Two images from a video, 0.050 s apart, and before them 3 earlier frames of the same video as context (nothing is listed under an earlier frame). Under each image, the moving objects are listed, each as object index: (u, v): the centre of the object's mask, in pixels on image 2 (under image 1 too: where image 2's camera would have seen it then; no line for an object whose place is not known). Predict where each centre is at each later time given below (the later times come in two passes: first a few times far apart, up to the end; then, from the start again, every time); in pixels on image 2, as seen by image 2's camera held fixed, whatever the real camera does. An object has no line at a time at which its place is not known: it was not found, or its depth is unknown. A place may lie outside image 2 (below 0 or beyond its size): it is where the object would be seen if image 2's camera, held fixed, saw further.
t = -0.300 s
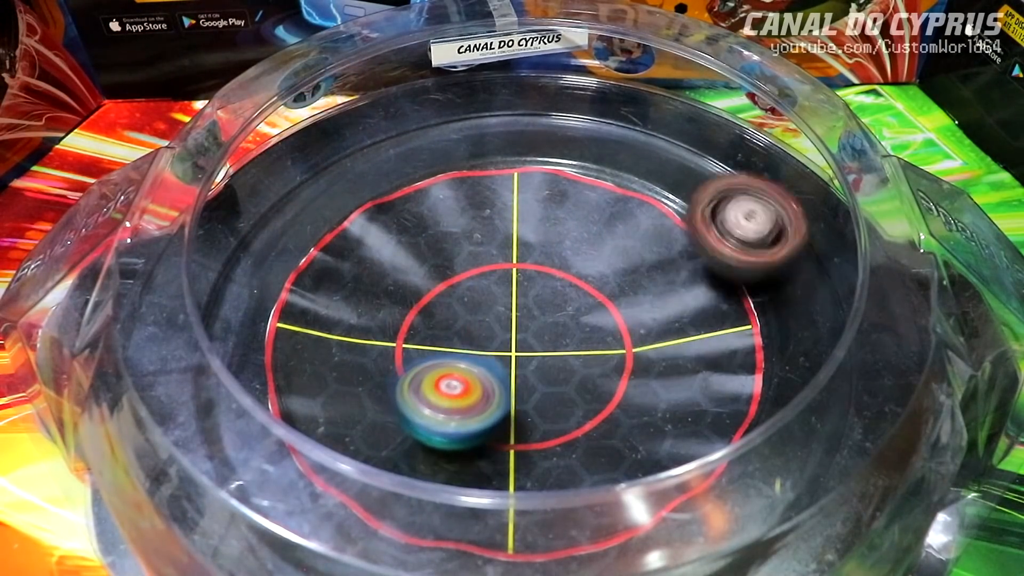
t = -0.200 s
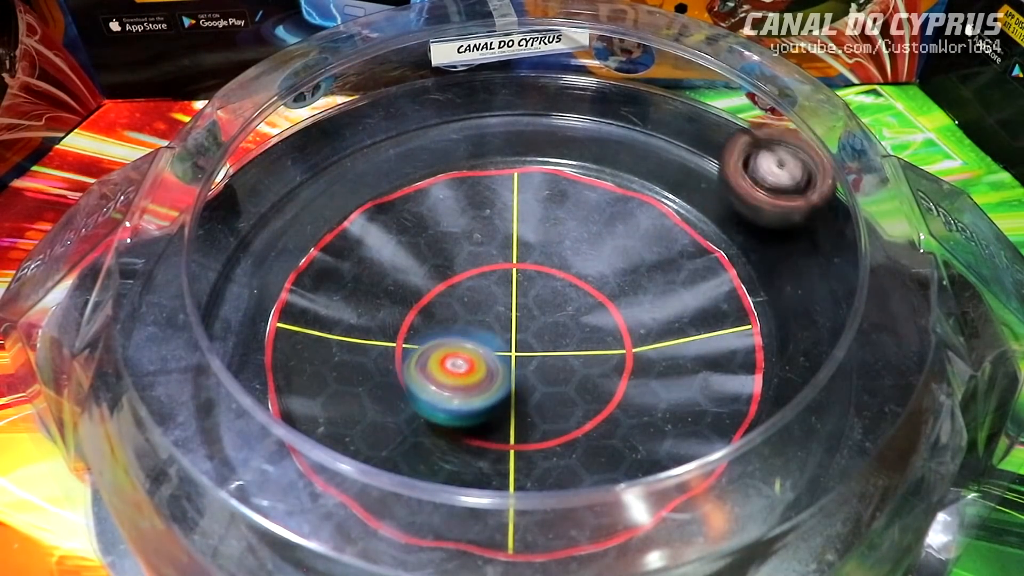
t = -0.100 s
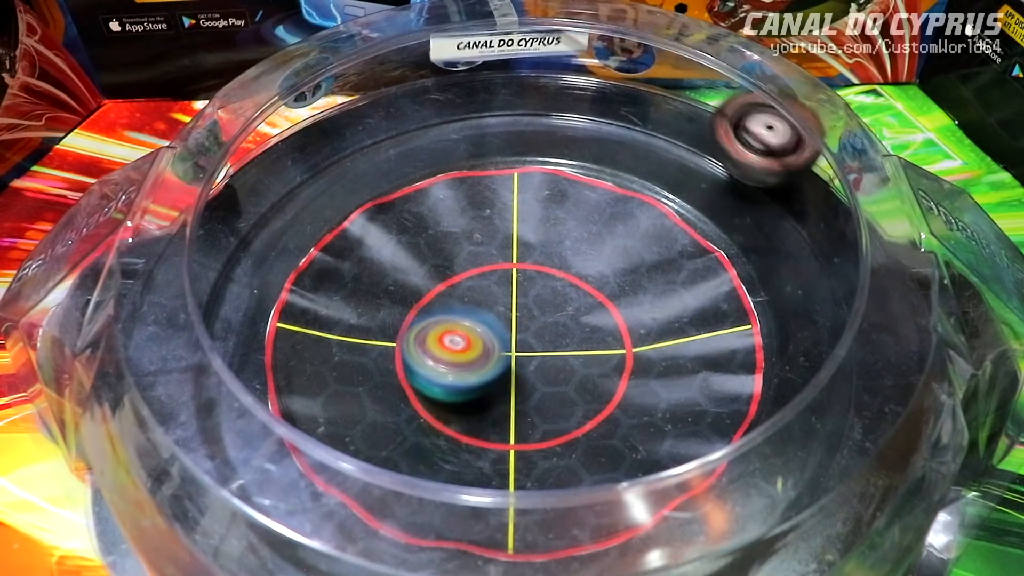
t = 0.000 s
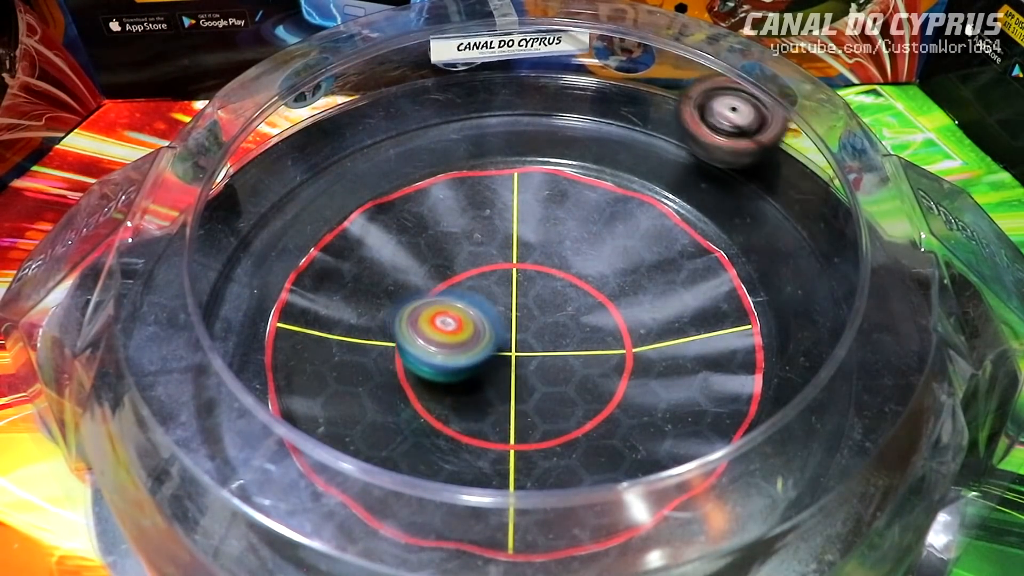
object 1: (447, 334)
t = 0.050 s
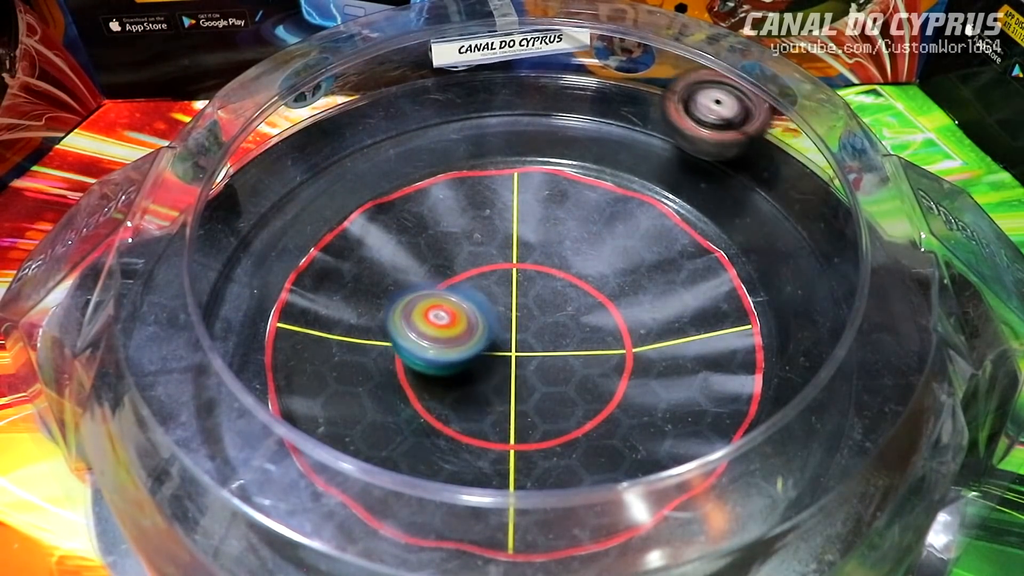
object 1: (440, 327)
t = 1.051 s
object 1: (427, 342)
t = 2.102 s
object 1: (442, 331)
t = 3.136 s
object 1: (524, 284)
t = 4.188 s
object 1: (566, 328)
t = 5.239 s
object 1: (607, 255)
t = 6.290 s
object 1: (790, 211)
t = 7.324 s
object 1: (584, 516)
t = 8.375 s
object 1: (544, 247)
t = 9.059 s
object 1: (449, 252)
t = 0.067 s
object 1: (437, 325)
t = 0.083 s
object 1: (436, 324)
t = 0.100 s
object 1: (433, 322)
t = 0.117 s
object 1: (431, 321)
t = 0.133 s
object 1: (427, 319)
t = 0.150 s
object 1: (425, 318)
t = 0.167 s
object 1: (423, 317)
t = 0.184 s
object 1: (420, 316)
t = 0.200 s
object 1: (418, 315)
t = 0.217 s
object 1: (416, 314)
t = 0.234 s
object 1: (415, 313)
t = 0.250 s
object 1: (415, 313)
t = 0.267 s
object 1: (414, 312)
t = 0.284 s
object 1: (414, 312)
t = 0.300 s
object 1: (414, 311)
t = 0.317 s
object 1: (415, 310)
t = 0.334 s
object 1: (415, 309)
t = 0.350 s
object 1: (416, 308)
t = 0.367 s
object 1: (417, 308)
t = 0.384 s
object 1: (418, 307)
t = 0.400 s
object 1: (419, 307)
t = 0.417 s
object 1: (421, 307)
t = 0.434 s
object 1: (422, 306)
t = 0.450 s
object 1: (423, 306)
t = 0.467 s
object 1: (425, 304)
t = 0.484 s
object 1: (427, 303)
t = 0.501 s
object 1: (429, 302)
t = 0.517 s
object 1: (431, 301)
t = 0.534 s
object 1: (433, 301)
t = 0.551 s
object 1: (437, 300)
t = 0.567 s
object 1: (440, 299)
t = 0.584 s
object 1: (443, 300)
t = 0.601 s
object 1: (447, 298)
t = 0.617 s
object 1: (451, 296)
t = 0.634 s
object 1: (454, 295)
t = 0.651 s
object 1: (457, 294)
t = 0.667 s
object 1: (459, 292)
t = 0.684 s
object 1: (461, 290)
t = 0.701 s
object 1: (464, 288)
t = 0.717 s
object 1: (466, 286)
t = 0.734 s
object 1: (470, 284)
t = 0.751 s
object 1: (471, 280)
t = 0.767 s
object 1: (472, 278)
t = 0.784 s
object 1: (473, 274)
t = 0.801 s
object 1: (475, 271)
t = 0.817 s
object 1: (476, 269)
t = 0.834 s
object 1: (476, 267)
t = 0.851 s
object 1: (477, 265)
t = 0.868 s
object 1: (463, 268)
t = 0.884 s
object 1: (445, 275)
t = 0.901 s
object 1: (429, 279)
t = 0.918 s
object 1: (419, 286)
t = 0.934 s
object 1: (411, 294)
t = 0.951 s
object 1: (407, 298)
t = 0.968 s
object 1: (405, 306)
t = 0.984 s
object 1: (404, 312)
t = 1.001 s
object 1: (407, 320)
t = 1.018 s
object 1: (412, 328)
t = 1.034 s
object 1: (420, 334)
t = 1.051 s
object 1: (427, 342)
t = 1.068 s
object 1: (426, 351)
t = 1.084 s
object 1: (427, 362)
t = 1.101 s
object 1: (433, 371)
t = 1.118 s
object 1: (440, 378)
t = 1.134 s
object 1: (450, 384)
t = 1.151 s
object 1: (460, 388)
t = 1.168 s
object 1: (477, 396)
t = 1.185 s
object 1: (490, 397)
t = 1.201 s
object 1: (494, 404)
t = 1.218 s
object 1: (489, 416)
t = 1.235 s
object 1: (486, 422)
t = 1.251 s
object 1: (485, 429)
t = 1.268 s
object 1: (485, 433)
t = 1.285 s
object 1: (489, 435)
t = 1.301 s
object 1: (495, 436)
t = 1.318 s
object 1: (501, 436)
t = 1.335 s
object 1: (508, 436)
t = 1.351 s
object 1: (514, 436)
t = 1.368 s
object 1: (522, 435)
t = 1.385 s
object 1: (530, 435)
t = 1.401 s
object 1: (538, 432)
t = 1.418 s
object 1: (544, 430)
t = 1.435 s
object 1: (550, 427)
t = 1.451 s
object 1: (557, 424)
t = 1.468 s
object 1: (563, 420)
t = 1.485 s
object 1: (566, 414)
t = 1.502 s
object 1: (570, 409)
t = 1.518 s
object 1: (573, 404)
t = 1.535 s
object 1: (576, 399)
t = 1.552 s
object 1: (579, 391)
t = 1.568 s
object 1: (582, 384)
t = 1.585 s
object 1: (583, 377)
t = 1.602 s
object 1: (583, 371)
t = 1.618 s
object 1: (581, 362)
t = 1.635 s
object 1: (579, 354)
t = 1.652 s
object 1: (578, 347)
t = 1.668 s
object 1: (573, 340)
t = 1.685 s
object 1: (569, 334)
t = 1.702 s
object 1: (564, 327)
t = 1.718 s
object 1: (557, 323)
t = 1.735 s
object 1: (549, 319)
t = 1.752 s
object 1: (541, 313)
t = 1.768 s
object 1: (534, 310)
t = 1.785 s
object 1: (525, 308)
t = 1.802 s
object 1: (519, 304)
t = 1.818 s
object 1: (510, 301)
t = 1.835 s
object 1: (500, 300)
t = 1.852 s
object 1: (491, 297)
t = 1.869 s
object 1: (483, 296)
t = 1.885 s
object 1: (477, 296)
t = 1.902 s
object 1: (470, 297)
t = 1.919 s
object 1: (463, 298)
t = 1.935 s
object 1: (458, 300)
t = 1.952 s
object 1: (452, 303)
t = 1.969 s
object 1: (449, 306)
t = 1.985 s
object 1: (447, 308)
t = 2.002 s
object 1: (445, 311)
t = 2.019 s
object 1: (444, 314)
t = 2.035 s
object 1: (443, 318)
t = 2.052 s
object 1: (442, 321)
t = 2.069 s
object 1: (441, 325)
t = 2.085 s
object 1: (441, 328)
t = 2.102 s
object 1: (442, 331)
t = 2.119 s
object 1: (443, 333)
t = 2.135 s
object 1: (446, 336)
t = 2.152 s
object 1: (449, 337)
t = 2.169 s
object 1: (453, 339)
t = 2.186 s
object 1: (456, 340)
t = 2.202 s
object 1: (460, 341)
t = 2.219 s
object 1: (463, 341)
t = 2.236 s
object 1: (468, 340)
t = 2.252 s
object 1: (472, 339)
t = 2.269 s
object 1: (476, 339)
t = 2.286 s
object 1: (481, 337)
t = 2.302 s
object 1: (485, 336)
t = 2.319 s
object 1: (489, 335)
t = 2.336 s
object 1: (491, 332)
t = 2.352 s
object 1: (494, 329)
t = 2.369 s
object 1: (496, 327)
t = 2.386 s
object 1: (498, 325)
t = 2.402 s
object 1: (500, 323)
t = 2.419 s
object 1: (503, 322)
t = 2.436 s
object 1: (504, 319)
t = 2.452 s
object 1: (506, 317)
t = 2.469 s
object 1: (507, 315)
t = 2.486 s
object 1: (508, 313)
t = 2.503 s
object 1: (509, 312)
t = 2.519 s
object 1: (509, 310)
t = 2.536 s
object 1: (509, 308)
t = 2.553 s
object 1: (510, 306)
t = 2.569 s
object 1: (510, 304)
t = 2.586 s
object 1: (511, 303)
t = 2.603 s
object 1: (511, 302)
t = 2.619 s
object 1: (511, 299)
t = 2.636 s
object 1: (511, 298)
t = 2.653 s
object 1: (511, 294)
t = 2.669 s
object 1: (511, 292)
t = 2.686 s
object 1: (510, 291)
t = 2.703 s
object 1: (510, 290)
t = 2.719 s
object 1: (510, 289)
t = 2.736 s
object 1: (511, 288)
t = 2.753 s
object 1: (511, 287)
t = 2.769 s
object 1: (511, 286)
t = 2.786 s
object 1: (511, 285)
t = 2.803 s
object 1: (510, 285)
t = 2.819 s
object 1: (510, 284)
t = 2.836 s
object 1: (510, 284)
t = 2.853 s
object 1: (510, 283)
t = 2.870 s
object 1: (510, 283)
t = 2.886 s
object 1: (510, 283)
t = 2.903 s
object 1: (510, 283)
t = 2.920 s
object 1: (510, 282)
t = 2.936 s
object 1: (510, 282)
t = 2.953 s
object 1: (511, 282)
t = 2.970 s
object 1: (512, 283)
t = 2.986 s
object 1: (512, 282)
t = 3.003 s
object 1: (514, 283)
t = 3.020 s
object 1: (513, 282)
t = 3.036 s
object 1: (515, 282)
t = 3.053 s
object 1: (516, 282)
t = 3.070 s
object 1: (518, 283)
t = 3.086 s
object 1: (518, 282)
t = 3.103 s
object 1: (521, 283)
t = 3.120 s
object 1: (522, 283)
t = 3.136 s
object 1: (524, 284)
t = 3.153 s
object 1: (526, 284)
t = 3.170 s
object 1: (527, 284)
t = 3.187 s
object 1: (529, 285)
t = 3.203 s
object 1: (530, 285)
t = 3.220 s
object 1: (532, 284)
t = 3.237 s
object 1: (533, 285)
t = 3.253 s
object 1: (535, 285)
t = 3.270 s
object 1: (537, 286)
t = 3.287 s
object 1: (539, 286)
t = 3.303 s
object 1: (540, 286)
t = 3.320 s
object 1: (542, 286)
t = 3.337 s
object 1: (543, 286)
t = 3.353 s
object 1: (545, 286)
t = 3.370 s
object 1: (547, 286)
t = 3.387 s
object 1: (548, 286)
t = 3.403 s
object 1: (550, 286)
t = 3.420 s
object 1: (551, 286)
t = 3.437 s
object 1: (553, 286)
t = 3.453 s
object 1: (554, 286)
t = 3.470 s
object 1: (555, 286)
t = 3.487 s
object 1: (556, 286)
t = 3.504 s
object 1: (557, 286)
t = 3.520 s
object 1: (558, 286)
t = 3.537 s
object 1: (559, 286)
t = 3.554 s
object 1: (560, 287)
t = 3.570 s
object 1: (560, 287)
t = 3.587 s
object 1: (561, 288)
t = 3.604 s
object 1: (562, 288)
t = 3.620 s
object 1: (562, 289)
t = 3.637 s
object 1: (563, 290)
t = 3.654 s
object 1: (564, 291)
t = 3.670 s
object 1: (564, 292)
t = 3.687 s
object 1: (564, 293)
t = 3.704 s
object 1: (565, 294)
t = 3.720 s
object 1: (566, 296)
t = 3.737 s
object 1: (566, 297)
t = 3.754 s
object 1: (567, 298)
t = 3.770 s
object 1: (568, 302)
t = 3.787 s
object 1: (568, 301)
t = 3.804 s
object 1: (568, 302)
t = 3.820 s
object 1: (569, 305)
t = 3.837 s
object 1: (570, 306)
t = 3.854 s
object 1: (569, 306)
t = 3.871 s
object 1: (569, 306)
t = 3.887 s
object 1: (569, 307)
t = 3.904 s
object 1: (571, 310)
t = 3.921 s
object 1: (571, 311)
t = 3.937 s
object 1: (572, 312)
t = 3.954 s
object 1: (572, 314)
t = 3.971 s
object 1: (572, 313)
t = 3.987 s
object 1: (572, 314)
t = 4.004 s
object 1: (572, 315)
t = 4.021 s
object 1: (572, 316)
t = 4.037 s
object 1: (572, 319)
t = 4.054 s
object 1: (571, 320)
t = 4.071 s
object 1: (571, 322)
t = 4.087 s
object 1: (570, 323)
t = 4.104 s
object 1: (570, 323)
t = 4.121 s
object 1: (569, 326)
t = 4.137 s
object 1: (569, 327)
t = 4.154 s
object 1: (568, 328)
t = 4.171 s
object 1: (567, 327)
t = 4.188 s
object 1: (566, 328)
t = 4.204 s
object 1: (565, 329)
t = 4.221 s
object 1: (565, 330)
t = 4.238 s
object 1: (564, 332)
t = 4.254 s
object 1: (564, 335)
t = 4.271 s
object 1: (563, 334)
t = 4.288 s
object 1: (562, 335)
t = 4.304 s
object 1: (562, 336)
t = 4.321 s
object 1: (561, 338)
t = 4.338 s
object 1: (561, 338)
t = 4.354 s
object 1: (560, 339)
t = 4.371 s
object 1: (559, 340)
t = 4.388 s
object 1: (558, 341)
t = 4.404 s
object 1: (557, 342)
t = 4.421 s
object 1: (557, 343)
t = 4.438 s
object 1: (555, 344)
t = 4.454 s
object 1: (554, 344)
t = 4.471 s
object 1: (552, 345)
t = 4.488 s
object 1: (551, 346)
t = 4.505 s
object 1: (548, 348)
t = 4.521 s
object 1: (547, 348)
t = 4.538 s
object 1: (546, 348)
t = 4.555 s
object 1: (545, 349)
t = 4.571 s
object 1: (543, 351)
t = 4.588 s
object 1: (542, 351)
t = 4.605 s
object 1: (541, 351)
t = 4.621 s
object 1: (539, 352)
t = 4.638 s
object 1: (538, 352)
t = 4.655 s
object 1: (537, 352)
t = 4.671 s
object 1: (535, 352)
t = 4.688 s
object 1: (534, 352)
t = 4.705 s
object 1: (532, 352)
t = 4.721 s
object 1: (531, 352)
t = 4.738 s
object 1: (529, 352)
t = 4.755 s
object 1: (527, 352)
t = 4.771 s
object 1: (526, 352)
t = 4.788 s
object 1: (524, 352)
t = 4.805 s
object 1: (522, 352)
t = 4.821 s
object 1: (521, 352)
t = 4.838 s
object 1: (519, 351)
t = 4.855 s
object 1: (518, 351)
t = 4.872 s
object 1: (516, 351)
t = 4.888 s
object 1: (515, 350)
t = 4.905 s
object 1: (513, 350)
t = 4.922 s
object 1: (512, 349)
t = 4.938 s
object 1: (511, 348)
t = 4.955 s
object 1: (512, 348)
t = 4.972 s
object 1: (523, 345)
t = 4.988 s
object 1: (533, 342)
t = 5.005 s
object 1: (542, 339)
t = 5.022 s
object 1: (548, 335)
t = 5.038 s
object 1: (554, 332)
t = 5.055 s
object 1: (557, 329)
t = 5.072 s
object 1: (557, 327)
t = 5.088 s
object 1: (558, 325)
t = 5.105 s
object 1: (561, 322)
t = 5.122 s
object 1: (571, 313)
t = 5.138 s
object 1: (582, 304)
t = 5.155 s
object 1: (591, 296)
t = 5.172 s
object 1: (597, 286)
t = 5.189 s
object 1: (602, 278)
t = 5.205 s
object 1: (604, 269)
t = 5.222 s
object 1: (606, 263)
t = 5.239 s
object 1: (607, 255)
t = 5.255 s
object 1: (607, 250)
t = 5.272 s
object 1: (604, 244)
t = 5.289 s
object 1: (602, 238)
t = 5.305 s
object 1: (599, 234)
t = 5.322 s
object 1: (596, 228)
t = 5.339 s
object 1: (592, 223)
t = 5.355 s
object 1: (589, 218)
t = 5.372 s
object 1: (588, 214)
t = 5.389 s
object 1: (585, 208)
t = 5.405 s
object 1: (592, 194)
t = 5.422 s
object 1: (597, 179)
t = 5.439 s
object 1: (602, 168)
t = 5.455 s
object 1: (605, 157)
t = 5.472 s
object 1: (607, 148)
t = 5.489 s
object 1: (607, 142)
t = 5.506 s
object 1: (607, 137)
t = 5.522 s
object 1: (607, 135)
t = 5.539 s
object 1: (608, 132)
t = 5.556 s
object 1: (609, 129)
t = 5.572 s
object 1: (612, 125)
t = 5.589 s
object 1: (617, 123)
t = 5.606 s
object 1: (621, 121)
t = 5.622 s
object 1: (627, 118)
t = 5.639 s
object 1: (632, 117)
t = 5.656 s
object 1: (639, 114)
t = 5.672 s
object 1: (645, 114)
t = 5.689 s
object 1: (650, 112)
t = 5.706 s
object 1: (654, 112)
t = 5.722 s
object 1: (655, 115)
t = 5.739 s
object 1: (655, 117)
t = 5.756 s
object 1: (655, 119)
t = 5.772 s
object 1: (655, 121)
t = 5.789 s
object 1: (657, 123)
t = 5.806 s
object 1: (659, 124)
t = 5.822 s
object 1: (662, 125)
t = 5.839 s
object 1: (665, 127)
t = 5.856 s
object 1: (670, 129)
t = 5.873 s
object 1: (676, 130)
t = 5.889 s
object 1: (682, 132)
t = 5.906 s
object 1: (688, 135)
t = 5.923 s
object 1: (695, 137)
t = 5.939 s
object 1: (700, 140)
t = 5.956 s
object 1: (707, 142)
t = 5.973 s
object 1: (713, 144)
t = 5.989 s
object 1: (715, 146)
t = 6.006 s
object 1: (716, 147)
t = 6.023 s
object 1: (717, 149)
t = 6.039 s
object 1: (718, 151)
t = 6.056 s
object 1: (719, 152)
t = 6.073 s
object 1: (722, 154)
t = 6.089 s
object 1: (726, 156)
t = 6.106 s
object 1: (730, 159)
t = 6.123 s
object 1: (734, 165)
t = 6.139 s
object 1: (741, 166)
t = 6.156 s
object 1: (746, 169)
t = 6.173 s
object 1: (751, 176)
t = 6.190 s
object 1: (757, 182)
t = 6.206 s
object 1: (763, 187)
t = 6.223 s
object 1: (769, 192)
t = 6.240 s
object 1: (775, 195)
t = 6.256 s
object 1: (780, 200)
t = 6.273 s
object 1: (785, 207)
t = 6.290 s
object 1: (790, 211)
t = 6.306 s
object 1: (794, 218)
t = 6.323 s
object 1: (799, 224)
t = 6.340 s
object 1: (803, 229)
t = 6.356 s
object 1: (805, 236)
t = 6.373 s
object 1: (808, 242)
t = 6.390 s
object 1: (811, 245)
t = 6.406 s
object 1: (814, 251)
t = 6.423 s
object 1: (816, 258)
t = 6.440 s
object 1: (817, 265)
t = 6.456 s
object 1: (819, 269)
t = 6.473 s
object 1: (819, 277)
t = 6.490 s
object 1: (820, 283)
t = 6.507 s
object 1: (820, 287)
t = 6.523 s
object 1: (819, 294)
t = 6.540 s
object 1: (829, 301)
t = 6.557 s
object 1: (830, 308)
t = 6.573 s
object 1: (833, 314)
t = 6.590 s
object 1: (833, 322)
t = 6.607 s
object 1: (834, 329)
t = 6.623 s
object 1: (835, 339)
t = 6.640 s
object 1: (834, 347)
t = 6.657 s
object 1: (834, 354)
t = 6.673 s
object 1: (831, 356)
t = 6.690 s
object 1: (837, 369)
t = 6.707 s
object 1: (834, 374)
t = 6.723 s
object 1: (832, 381)
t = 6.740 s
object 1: (829, 390)
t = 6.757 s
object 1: (825, 395)
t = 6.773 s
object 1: (822, 402)
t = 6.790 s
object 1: (819, 408)
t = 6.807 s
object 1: (816, 416)
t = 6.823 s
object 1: (813, 423)
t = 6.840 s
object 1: (809, 430)
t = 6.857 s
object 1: (804, 437)
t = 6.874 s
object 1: (798, 444)
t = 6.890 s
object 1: (794, 449)
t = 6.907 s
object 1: (788, 456)
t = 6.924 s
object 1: (782, 461)
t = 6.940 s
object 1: (776, 467)
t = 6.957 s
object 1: (770, 472)
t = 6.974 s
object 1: (763, 478)
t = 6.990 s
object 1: (762, 480)
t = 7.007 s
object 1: (750, 488)
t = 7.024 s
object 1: (742, 491)
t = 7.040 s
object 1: (732, 495)
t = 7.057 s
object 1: (724, 498)
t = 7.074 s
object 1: (716, 501)
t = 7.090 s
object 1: (711, 502)
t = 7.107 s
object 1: (703, 505)
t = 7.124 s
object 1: (696, 508)
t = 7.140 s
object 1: (685, 513)
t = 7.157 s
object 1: (678, 515)
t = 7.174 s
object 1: (663, 520)
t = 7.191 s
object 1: (658, 519)
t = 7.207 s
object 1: (649, 519)
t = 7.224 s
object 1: (642, 519)
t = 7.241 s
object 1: (631, 523)
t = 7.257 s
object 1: (617, 522)
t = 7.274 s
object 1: (608, 521)
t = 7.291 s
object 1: (598, 520)
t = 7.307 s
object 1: (593, 517)
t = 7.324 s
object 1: (584, 516)
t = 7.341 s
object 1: (577, 515)
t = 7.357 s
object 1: (569, 516)
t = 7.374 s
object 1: (561, 513)
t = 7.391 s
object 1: (552, 511)
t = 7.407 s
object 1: (546, 507)
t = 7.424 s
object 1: (541, 503)
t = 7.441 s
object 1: (541, 499)
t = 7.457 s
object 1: (540, 491)
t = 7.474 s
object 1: (540, 483)
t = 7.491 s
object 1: (541, 475)
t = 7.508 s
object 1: (542, 468)
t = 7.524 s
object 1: (542, 456)
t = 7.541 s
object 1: (542, 452)
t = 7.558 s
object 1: (542, 448)
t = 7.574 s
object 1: (542, 443)
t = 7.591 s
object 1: (541, 437)
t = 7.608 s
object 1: (542, 431)
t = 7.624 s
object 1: (541, 424)
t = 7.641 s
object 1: (542, 417)
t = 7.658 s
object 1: (542, 408)
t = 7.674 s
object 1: (541, 402)
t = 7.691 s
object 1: (542, 394)
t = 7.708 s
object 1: (542, 385)
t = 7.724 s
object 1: (542, 377)
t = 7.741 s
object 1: (542, 370)
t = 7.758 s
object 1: (542, 361)
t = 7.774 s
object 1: (542, 353)
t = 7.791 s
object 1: (544, 347)
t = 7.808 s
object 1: (548, 339)
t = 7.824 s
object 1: (554, 332)
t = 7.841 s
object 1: (557, 327)
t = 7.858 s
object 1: (559, 322)
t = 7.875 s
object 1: (560, 316)
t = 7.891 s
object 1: (560, 311)
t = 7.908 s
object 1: (561, 304)
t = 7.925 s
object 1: (561, 298)
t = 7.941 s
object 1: (561, 294)
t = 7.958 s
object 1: (560, 290)
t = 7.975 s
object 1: (558, 286)
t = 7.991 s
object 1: (556, 281)
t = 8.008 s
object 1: (555, 278)
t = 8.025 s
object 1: (553, 275)
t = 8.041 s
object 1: (550, 271)
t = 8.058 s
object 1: (548, 268)
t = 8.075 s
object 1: (546, 265)
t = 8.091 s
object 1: (545, 263)
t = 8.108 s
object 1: (542, 260)
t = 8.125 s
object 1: (541, 259)
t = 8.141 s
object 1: (541, 257)
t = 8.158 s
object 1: (540, 256)
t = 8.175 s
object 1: (539, 254)
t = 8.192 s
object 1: (539, 254)
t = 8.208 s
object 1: (539, 253)
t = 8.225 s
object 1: (539, 252)
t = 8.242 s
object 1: (539, 253)
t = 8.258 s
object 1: (540, 253)
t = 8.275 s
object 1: (540, 251)
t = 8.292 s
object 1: (541, 251)
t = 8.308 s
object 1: (542, 250)
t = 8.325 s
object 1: (543, 247)
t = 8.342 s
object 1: (543, 248)
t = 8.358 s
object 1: (544, 248)
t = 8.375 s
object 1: (544, 247)
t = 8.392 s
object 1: (544, 246)
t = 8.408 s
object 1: (542, 243)
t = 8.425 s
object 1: (539, 239)
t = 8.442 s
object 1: (538, 236)
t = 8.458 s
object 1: (536, 234)
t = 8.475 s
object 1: (536, 231)
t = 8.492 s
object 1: (532, 228)
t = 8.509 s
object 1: (530, 225)
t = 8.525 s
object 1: (525, 222)
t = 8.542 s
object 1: (522, 220)
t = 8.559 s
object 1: (520, 216)
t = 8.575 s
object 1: (518, 214)
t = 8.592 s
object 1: (515, 210)
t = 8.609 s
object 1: (506, 200)
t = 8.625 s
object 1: (499, 192)
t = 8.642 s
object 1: (492, 185)
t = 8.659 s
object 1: (487, 180)
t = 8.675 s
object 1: (481, 176)
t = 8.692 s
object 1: (474, 173)
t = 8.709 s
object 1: (470, 170)
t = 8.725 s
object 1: (464, 165)
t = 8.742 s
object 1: (460, 164)
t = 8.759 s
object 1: (457, 164)
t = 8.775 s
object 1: (452, 164)
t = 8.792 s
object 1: (450, 163)
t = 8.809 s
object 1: (447, 164)
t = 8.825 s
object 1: (444, 165)
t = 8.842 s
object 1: (443, 166)
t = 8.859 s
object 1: (440, 167)
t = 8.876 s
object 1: (439, 169)
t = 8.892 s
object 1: (437, 170)
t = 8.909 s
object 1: (435, 173)
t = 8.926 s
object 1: (434, 179)
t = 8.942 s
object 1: (431, 181)
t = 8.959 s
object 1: (433, 192)
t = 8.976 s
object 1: (434, 199)
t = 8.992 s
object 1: (435, 205)
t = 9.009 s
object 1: (437, 215)
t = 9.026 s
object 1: (439, 227)
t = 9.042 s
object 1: (443, 239)
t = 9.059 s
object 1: (449, 252)
